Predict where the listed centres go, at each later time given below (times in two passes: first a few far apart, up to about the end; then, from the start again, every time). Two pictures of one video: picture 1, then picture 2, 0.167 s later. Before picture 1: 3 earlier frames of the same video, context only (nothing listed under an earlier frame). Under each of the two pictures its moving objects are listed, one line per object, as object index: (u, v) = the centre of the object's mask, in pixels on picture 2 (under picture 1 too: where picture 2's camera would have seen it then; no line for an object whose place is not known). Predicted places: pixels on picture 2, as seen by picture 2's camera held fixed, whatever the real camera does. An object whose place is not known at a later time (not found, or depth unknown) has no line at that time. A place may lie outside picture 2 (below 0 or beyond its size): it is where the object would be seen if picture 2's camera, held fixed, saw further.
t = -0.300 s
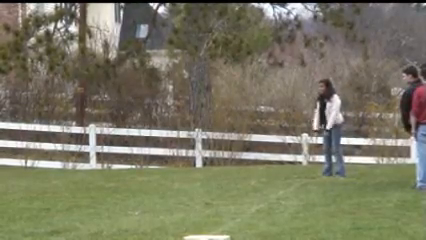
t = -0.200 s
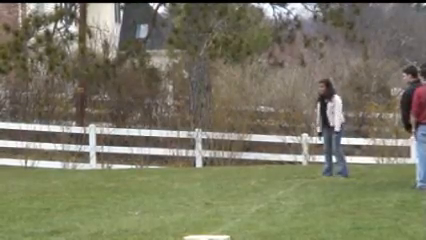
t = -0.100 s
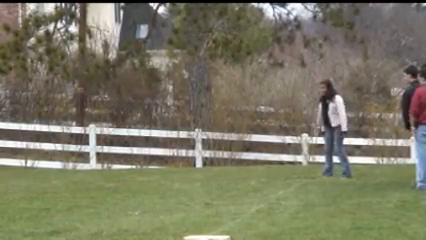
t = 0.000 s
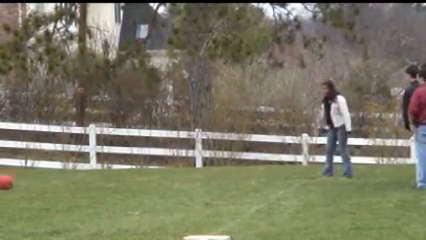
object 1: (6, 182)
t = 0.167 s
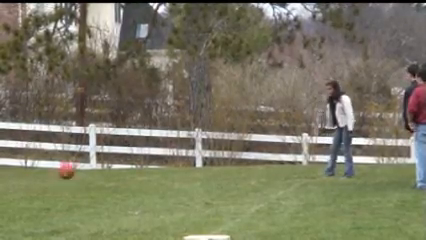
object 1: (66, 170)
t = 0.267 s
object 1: (99, 168)
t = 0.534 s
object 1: (181, 173)
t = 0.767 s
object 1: (245, 171)
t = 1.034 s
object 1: (310, 162)
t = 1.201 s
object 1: (348, 167)
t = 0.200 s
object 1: (76, 169)
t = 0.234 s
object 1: (88, 168)
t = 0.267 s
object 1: (99, 168)
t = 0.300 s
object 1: (110, 168)
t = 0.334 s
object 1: (120, 170)
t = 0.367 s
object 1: (131, 172)
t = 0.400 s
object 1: (141, 175)
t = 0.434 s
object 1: (151, 178)
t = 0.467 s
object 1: (162, 179)
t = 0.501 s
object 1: (172, 176)
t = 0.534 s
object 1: (181, 173)
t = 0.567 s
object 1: (190, 171)
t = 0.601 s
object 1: (200, 168)
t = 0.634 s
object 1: (210, 167)
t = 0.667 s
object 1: (218, 168)
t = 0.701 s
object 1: (227, 168)
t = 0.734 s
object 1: (236, 169)
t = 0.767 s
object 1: (245, 171)
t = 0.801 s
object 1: (254, 173)
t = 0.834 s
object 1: (263, 175)
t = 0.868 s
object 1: (271, 174)
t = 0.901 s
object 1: (279, 170)
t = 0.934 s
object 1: (287, 167)
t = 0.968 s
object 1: (295, 165)
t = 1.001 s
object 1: (302, 163)
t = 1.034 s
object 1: (310, 162)
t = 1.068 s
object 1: (318, 161)
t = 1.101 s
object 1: (325, 162)
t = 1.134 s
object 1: (333, 163)
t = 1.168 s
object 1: (341, 165)
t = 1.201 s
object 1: (348, 167)
